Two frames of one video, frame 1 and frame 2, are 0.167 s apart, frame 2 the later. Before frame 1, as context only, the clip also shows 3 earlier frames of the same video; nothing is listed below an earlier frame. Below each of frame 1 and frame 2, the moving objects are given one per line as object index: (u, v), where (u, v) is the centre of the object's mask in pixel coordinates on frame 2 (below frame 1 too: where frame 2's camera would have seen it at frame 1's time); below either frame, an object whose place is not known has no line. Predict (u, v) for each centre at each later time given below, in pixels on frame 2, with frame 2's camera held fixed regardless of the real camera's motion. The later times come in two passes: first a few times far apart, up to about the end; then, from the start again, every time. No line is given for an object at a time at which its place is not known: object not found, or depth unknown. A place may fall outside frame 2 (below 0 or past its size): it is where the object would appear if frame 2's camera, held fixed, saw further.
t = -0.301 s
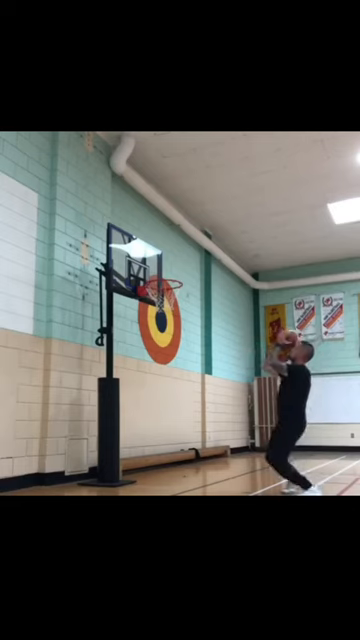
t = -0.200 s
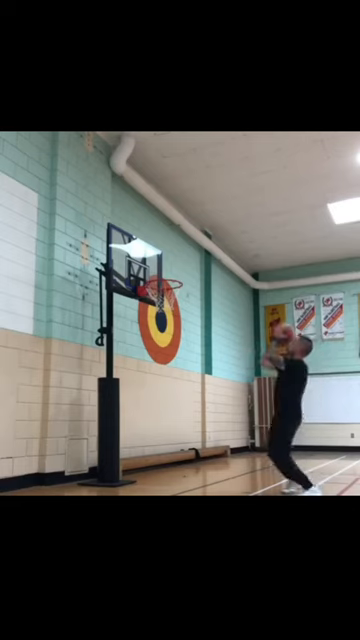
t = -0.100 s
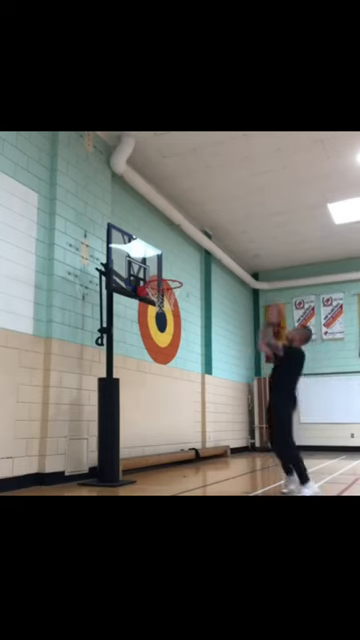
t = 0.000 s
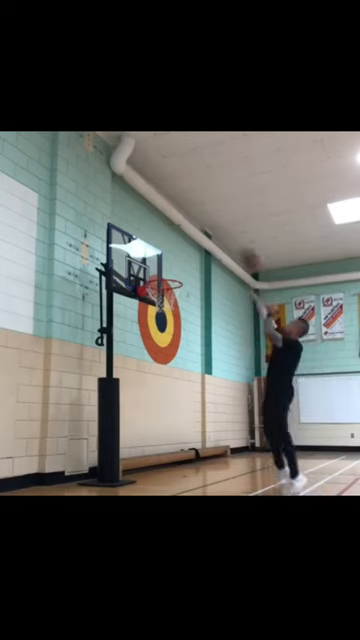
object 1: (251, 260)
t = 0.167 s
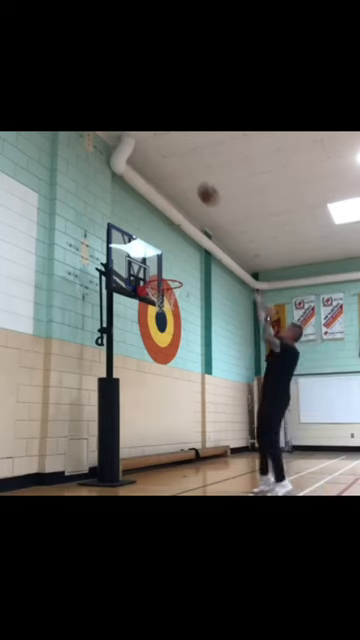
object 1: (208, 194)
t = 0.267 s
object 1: (185, 170)
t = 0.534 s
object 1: (132, 143)
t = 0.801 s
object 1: (93, 165)
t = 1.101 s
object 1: (141, 220)
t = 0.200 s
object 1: (200, 185)
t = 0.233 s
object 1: (192, 177)
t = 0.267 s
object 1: (185, 170)
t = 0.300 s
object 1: (178, 163)
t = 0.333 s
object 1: (171, 157)
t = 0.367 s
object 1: (164, 153)
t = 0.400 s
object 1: (157, 149)
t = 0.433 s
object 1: (151, 147)
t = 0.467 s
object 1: (145, 145)
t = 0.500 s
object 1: (138, 144)
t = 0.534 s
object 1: (132, 143)
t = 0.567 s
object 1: (126, 143)
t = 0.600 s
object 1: (120, 146)
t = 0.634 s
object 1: (114, 147)
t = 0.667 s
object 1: (107, 150)
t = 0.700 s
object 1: (102, 153)
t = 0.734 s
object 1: (95, 158)
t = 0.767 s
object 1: (89, 162)
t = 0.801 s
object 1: (93, 165)
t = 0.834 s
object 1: (98, 168)
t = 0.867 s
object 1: (103, 171)
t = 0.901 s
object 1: (110, 176)
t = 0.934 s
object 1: (114, 181)
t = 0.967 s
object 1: (119, 186)
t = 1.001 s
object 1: (124, 195)
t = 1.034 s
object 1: (129, 203)
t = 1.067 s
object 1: (135, 210)
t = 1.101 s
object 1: (141, 220)
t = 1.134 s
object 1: (146, 230)
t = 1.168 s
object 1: (152, 240)
